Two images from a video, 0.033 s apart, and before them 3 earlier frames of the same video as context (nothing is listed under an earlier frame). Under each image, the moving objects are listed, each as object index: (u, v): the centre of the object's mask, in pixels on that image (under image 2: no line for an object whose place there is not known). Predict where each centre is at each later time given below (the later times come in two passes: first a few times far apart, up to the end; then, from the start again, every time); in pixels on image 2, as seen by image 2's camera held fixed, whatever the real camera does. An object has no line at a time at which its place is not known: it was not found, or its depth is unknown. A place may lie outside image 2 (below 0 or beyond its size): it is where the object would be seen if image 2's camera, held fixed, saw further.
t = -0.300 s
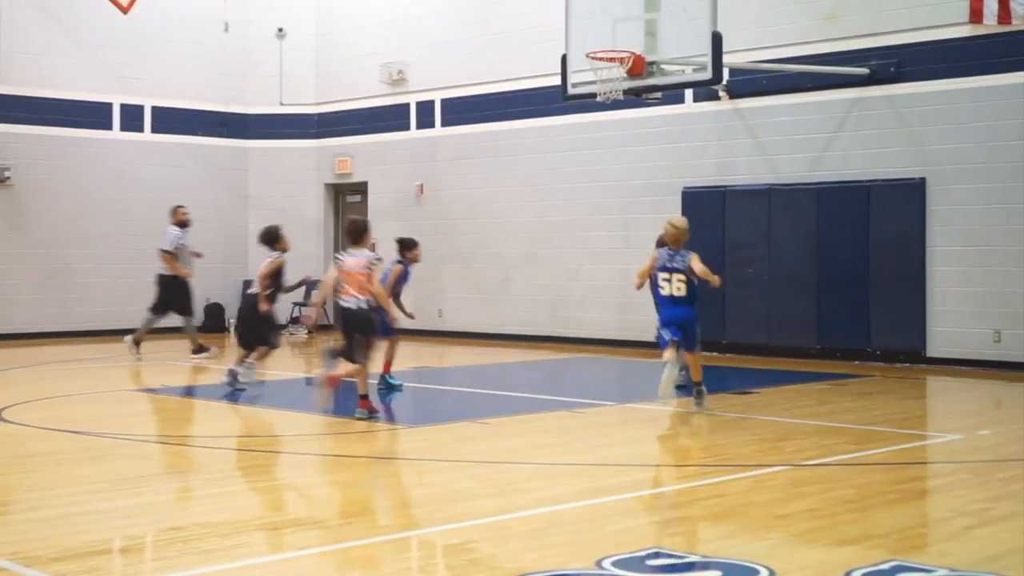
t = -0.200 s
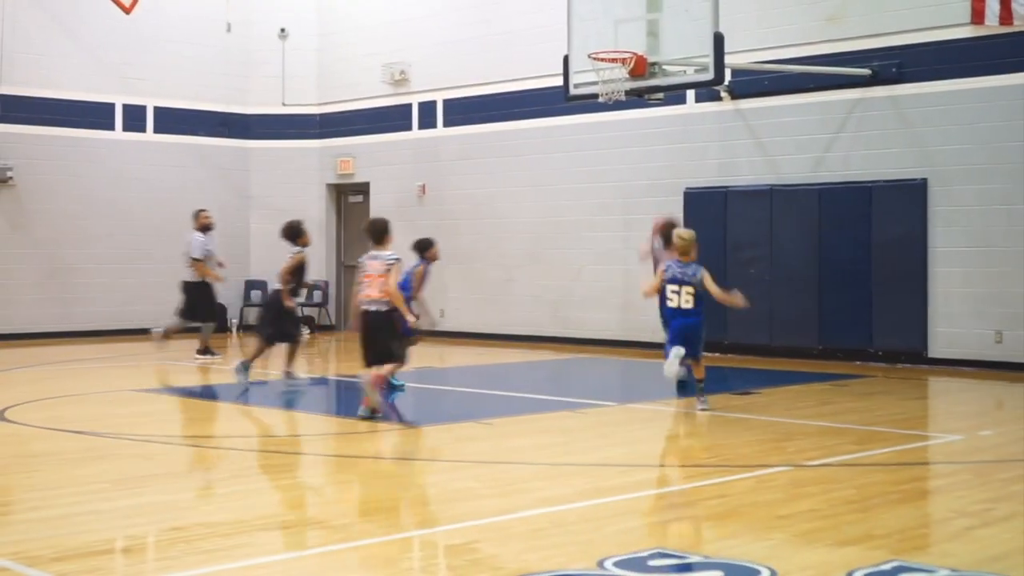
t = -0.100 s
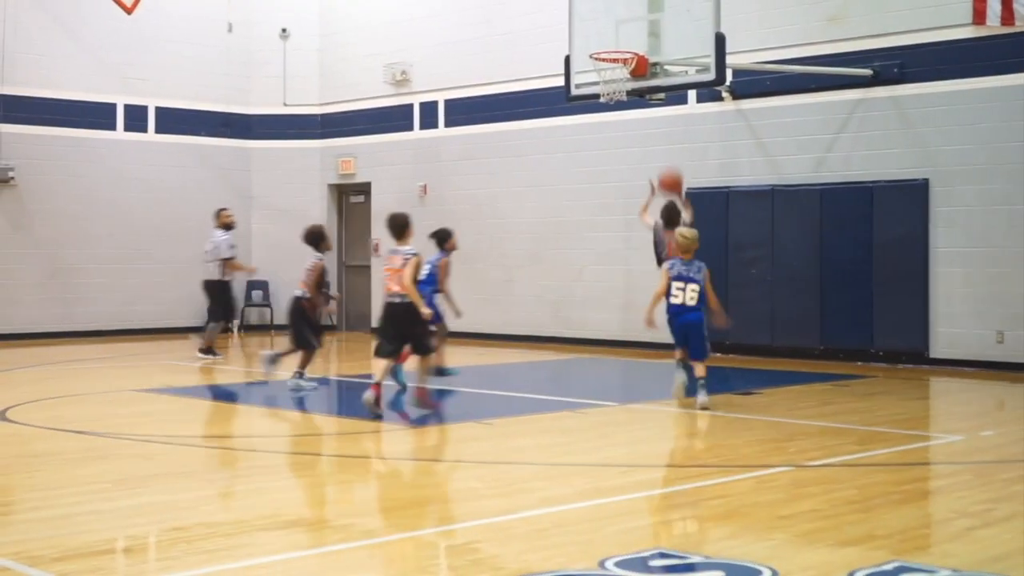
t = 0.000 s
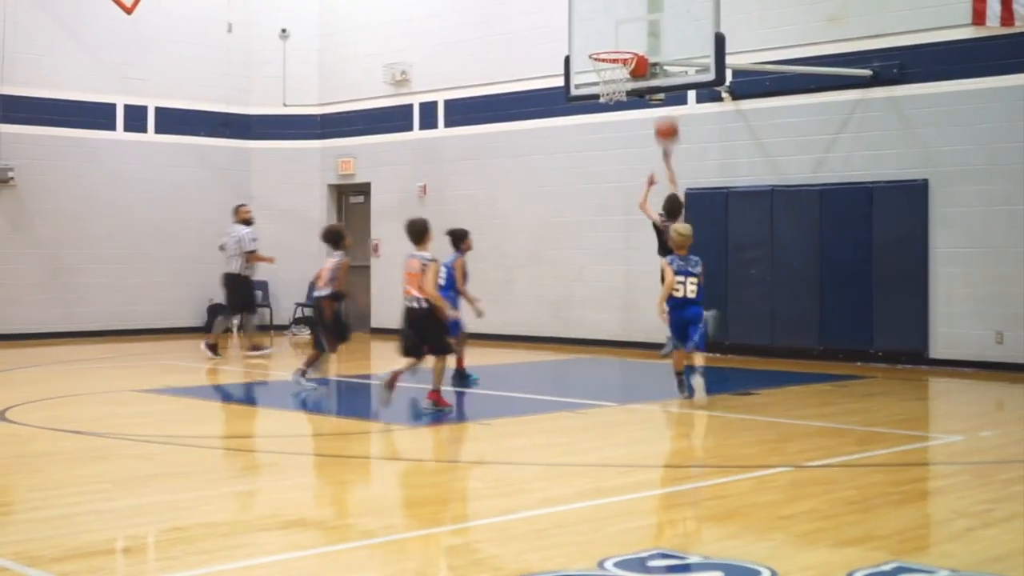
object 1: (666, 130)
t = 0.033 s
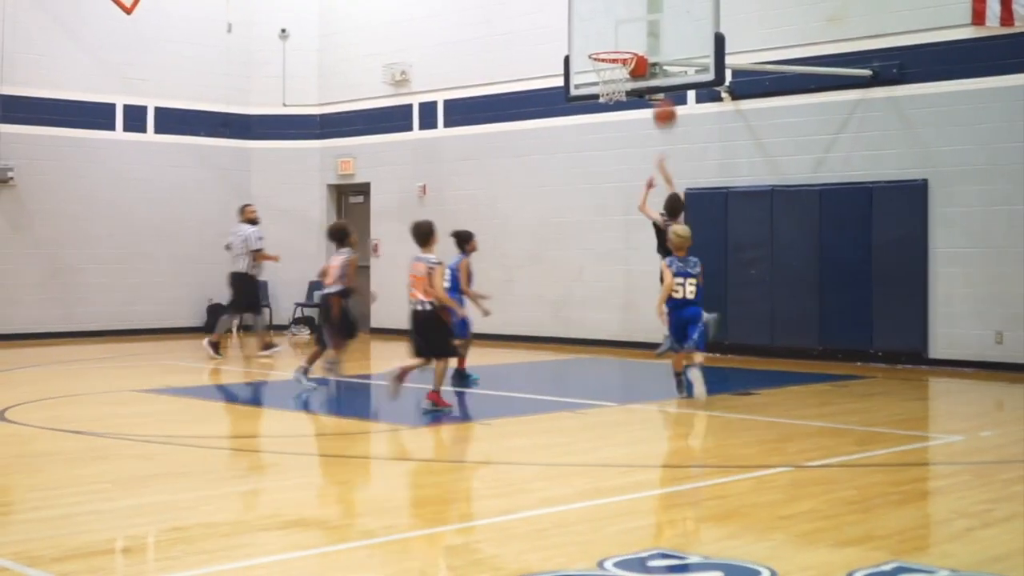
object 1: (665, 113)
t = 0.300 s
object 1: (652, 27)
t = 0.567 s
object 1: (621, 25)
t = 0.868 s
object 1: (627, 87)
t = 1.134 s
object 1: (640, 145)
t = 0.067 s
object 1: (663, 97)
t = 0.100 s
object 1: (662, 85)
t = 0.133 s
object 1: (659, 71)
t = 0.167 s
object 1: (658, 61)
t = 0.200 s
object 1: (657, 49)
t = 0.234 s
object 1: (655, 40)
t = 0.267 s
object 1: (653, 33)
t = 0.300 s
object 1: (652, 27)
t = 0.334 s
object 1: (650, 23)
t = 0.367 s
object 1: (648, 19)
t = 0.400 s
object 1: (644, 17)
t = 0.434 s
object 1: (640, 16)
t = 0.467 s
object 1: (635, 17)
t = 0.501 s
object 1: (630, 18)
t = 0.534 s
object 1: (626, 21)
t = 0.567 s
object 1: (621, 25)
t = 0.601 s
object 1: (617, 30)
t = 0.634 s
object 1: (612, 36)
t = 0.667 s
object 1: (607, 42)
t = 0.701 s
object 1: (604, 49)
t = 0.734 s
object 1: (608, 57)
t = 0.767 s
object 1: (614, 65)
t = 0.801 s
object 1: (621, 73)
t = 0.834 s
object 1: (623, 82)
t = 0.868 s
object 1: (627, 87)
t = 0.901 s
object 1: (629, 89)
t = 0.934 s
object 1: (630, 94)
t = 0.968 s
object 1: (632, 100)
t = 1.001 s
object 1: (633, 105)
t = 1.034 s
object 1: (635, 114)
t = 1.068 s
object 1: (637, 125)
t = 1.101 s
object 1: (638, 134)
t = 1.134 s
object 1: (640, 145)
